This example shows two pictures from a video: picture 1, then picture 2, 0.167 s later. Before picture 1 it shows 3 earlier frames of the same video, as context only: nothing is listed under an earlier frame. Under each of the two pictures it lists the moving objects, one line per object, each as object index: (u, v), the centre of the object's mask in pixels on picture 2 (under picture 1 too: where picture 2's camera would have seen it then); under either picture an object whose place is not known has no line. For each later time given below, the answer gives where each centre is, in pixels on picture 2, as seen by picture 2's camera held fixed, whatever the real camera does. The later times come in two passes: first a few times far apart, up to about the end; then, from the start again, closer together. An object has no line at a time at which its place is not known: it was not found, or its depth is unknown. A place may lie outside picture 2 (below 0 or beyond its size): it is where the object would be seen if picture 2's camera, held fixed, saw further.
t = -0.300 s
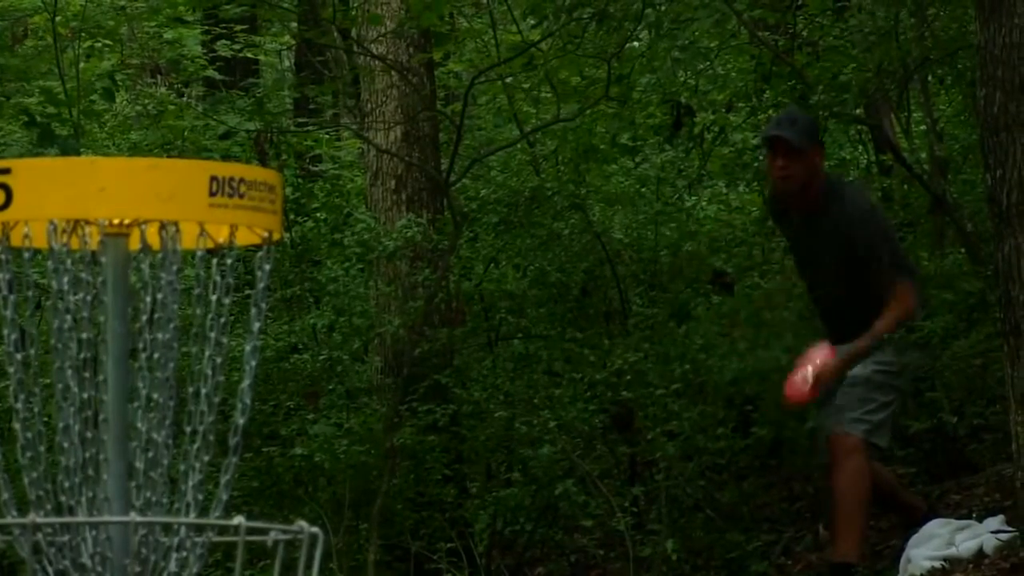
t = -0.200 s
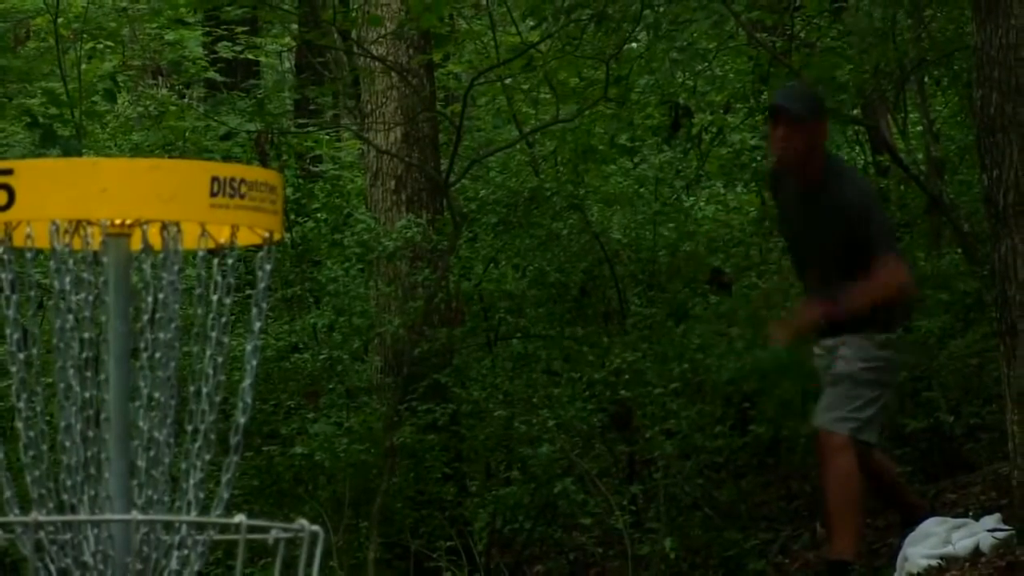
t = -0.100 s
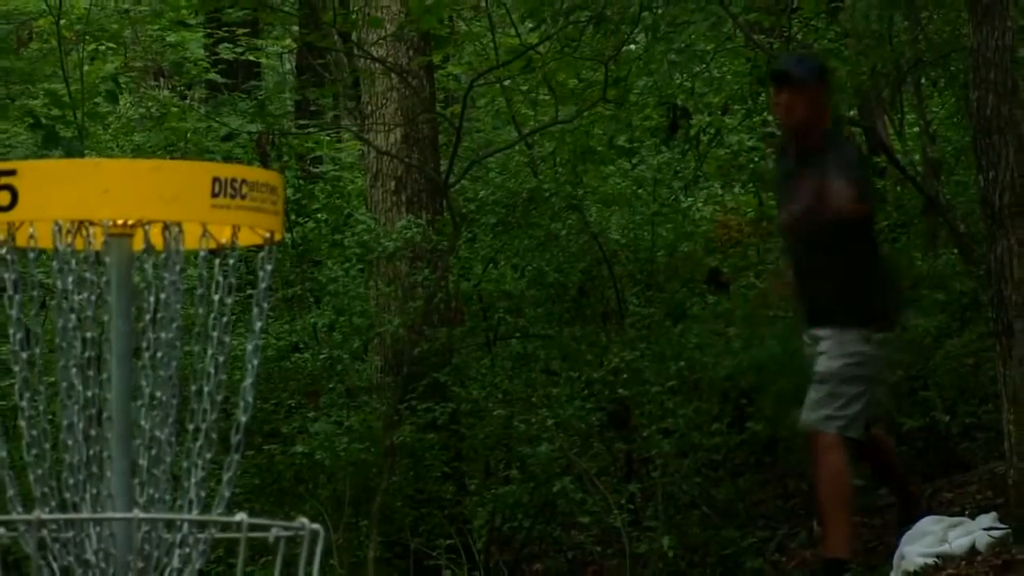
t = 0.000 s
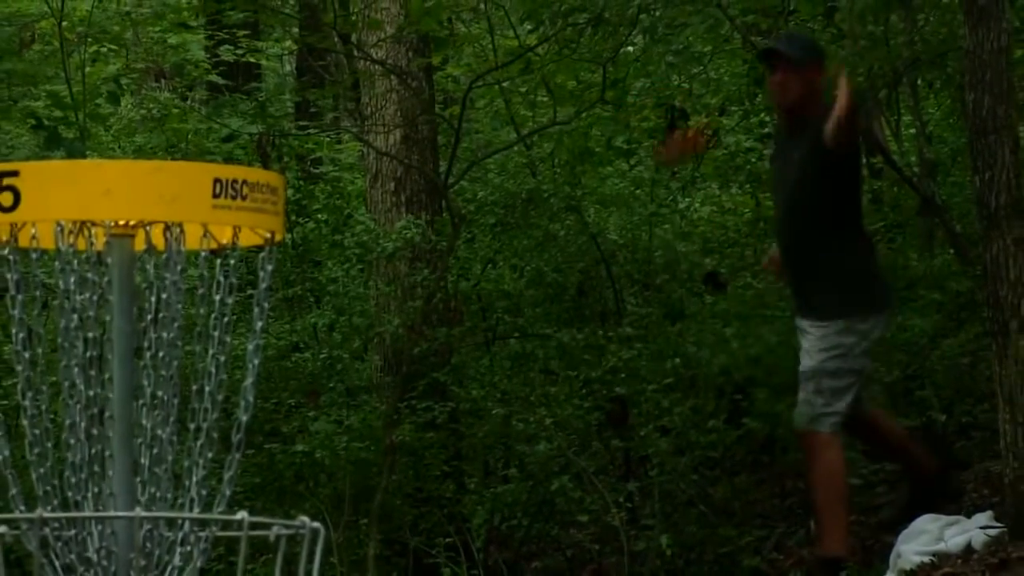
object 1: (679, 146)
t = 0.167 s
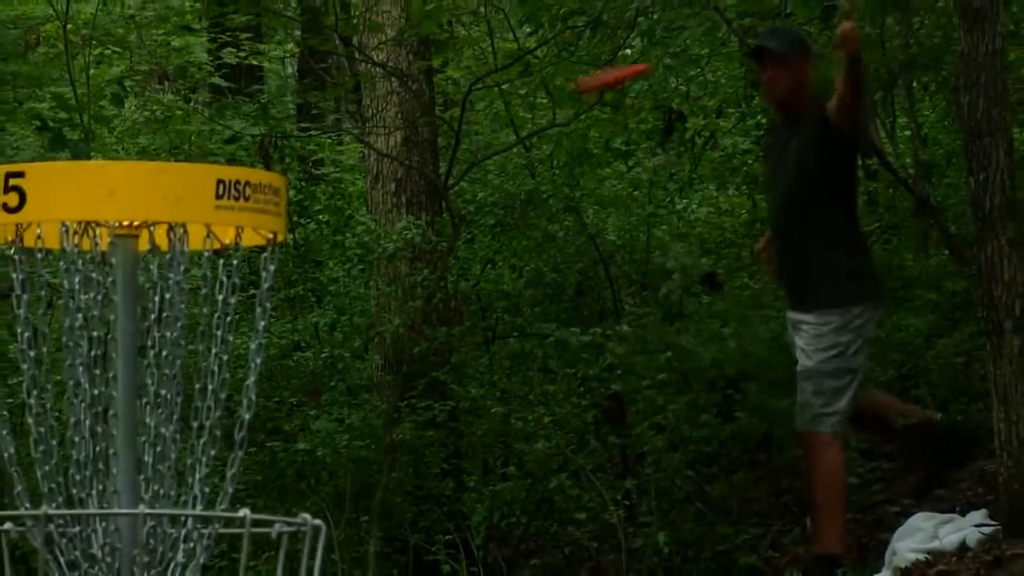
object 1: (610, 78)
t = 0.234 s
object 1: (578, 75)
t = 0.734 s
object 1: (162, 382)
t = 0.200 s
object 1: (594, 75)
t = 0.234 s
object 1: (578, 75)
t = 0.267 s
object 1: (558, 81)
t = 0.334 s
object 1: (520, 98)
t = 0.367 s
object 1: (493, 115)
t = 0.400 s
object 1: (465, 136)
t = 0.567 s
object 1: (310, 282)
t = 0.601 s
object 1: (257, 336)
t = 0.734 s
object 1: (162, 382)
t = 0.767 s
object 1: (131, 391)
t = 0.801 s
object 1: (96, 410)
